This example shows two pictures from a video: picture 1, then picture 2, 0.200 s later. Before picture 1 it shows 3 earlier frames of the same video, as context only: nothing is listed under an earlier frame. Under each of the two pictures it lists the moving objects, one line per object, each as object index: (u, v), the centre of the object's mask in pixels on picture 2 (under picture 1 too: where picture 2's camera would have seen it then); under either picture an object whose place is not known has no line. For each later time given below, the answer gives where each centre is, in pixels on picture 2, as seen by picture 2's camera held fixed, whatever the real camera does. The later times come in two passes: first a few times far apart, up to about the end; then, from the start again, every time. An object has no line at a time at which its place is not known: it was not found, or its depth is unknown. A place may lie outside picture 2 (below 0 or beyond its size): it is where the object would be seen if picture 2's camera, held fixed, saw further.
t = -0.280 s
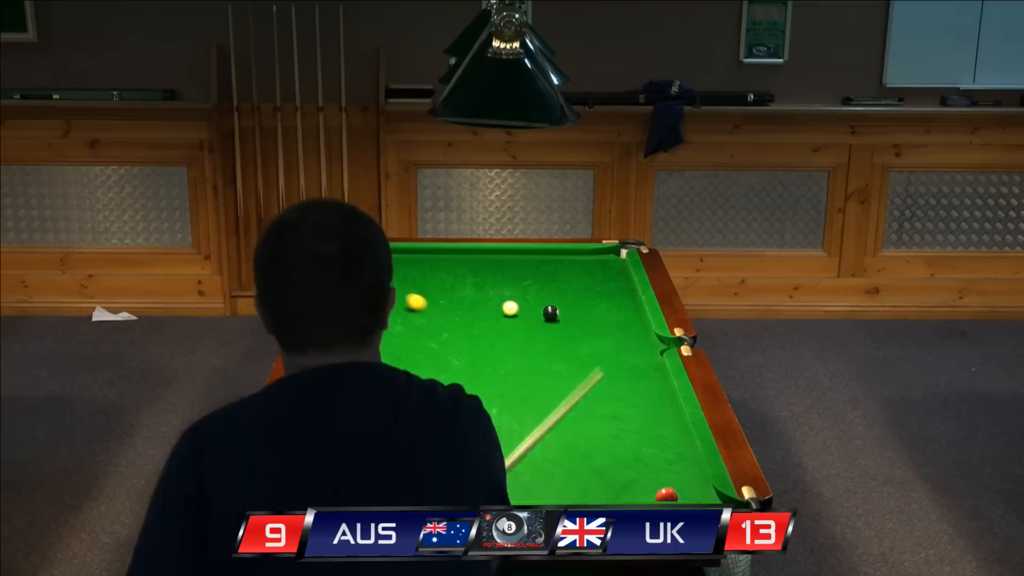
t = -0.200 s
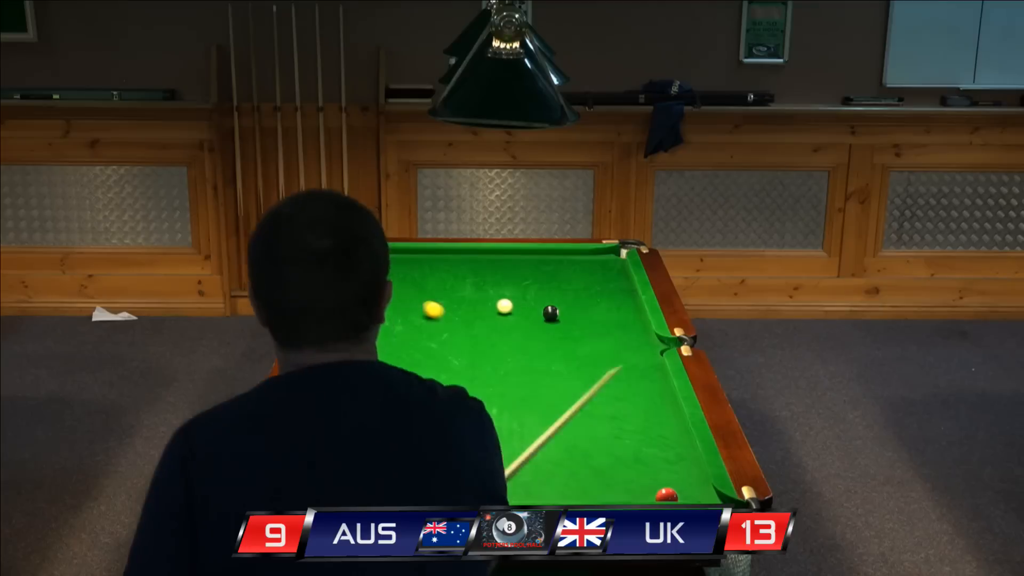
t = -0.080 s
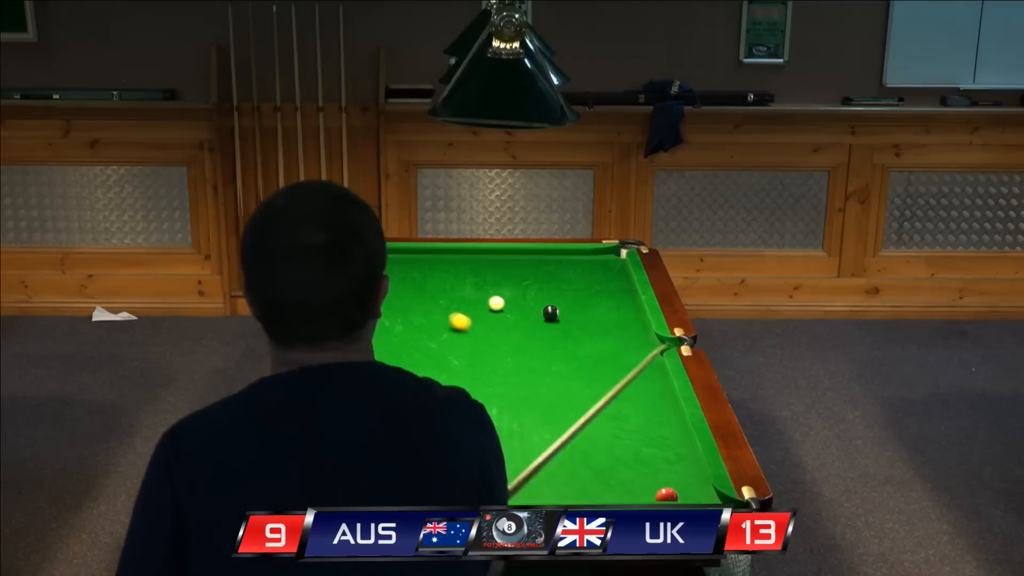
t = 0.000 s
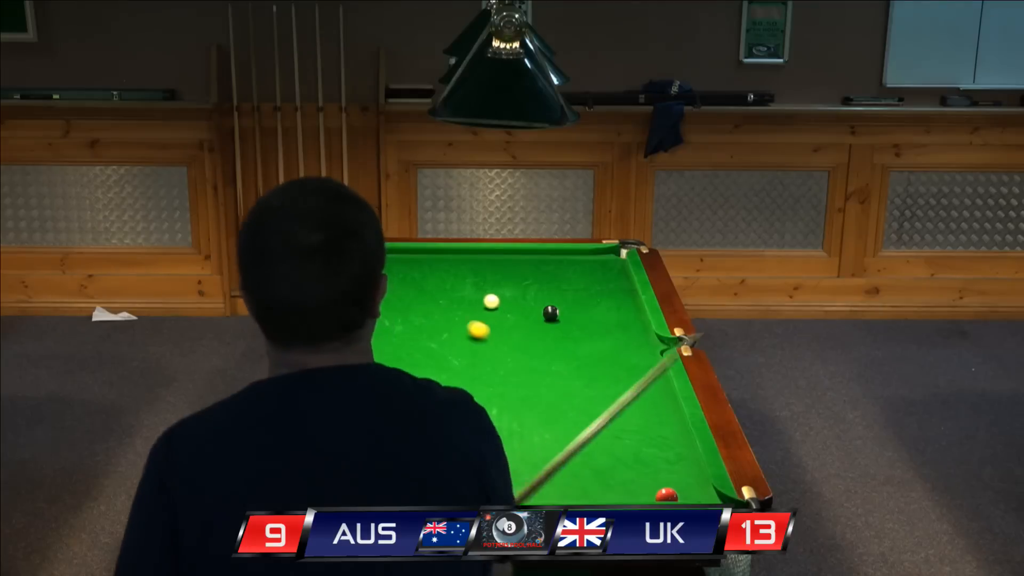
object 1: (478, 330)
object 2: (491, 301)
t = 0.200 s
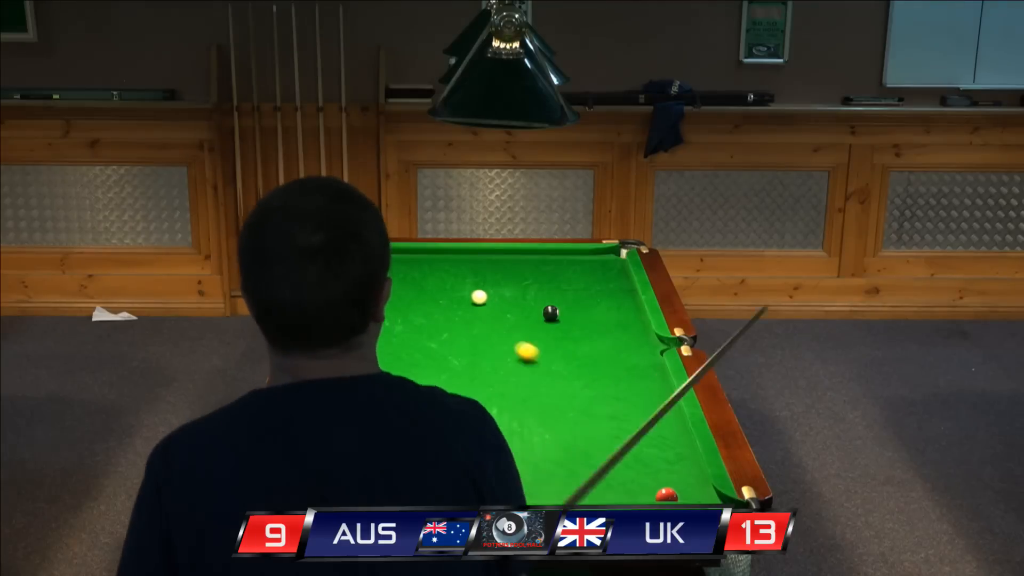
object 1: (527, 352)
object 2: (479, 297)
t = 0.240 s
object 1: (537, 356)
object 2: (477, 296)
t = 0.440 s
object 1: (589, 379)
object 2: (466, 292)
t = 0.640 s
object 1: (646, 405)
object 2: (457, 289)
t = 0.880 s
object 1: (657, 430)
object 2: (448, 286)
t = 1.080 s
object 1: (633, 449)
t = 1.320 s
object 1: (603, 472)
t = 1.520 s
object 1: (578, 491)
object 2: (432, 278)
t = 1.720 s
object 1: (552, 491)
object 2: (425, 277)
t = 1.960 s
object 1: (525, 476)
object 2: (422, 276)
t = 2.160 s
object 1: (505, 465)
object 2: (420, 275)
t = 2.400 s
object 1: (483, 453)
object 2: (419, 275)
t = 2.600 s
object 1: (467, 444)
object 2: (419, 275)
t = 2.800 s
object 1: (452, 437)
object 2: (419, 275)
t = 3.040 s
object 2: (419, 274)
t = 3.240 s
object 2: (419, 275)
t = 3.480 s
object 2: (419, 275)
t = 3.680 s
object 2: (419, 275)
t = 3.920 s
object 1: (395, 408)
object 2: (419, 275)
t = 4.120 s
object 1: (389, 405)
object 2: (419, 275)
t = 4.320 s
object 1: (384, 403)
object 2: (419, 275)
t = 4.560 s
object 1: (379, 400)
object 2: (419, 275)
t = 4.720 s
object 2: (419, 275)
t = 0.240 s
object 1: (537, 356)
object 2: (477, 296)
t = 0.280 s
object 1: (547, 361)
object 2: (475, 295)
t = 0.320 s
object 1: (557, 365)
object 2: (472, 295)
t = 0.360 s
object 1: (568, 370)
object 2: (470, 294)
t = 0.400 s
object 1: (578, 375)
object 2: (468, 293)
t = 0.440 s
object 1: (589, 379)
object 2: (466, 292)
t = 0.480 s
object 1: (601, 384)
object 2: (464, 292)
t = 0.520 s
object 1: (610, 388)
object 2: (462, 291)
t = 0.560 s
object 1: (625, 395)
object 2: (461, 290)
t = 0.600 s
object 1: (635, 399)
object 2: (459, 290)
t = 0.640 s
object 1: (646, 405)
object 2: (457, 289)
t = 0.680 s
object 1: (658, 409)
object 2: (455, 288)
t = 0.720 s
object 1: (671, 415)
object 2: (454, 288)
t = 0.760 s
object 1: (673, 420)
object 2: (452, 287)
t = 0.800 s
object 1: (667, 424)
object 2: (451, 287)
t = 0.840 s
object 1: (662, 427)
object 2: (449, 286)
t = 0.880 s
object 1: (657, 430)
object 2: (448, 286)
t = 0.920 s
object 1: (652, 434)
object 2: (449, 285)
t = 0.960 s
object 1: (647, 438)
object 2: (449, 285)
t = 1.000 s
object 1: (643, 442)
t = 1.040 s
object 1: (638, 445)
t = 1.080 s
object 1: (633, 449)
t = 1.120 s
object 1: (628, 453)
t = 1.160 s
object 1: (623, 457)
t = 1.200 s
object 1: (618, 461)
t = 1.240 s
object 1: (613, 464)
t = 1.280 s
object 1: (608, 468)
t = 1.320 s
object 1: (603, 472)
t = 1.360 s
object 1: (598, 476)
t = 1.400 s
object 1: (593, 480)
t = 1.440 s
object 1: (587, 484)
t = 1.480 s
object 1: (582, 487)
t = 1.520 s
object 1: (578, 491)
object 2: (432, 278)
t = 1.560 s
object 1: (576, 493)
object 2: (429, 278)
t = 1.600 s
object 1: (566, 495)
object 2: (428, 278)
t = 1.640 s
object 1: (561, 494)
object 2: (427, 277)
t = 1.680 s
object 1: (560, 492)
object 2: (426, 277)
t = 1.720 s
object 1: (552, 491)
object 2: (425, 277)
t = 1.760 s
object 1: (547, 489)
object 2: (425, 277)
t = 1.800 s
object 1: (542, 486)
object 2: (424, 276)
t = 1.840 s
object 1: (538, 483)
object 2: (424, 276)
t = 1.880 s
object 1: (533, 481)
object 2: (423, 276)
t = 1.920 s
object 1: (529, 479)
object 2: (423, 276)
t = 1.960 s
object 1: (525, 476)
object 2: (422, 276)
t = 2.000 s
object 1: (521, 473)
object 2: (422, 275)
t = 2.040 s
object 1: (517, 472)
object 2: (421, 275)
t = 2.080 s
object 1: (513, 469)
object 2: (421, 275)
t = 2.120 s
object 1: (509, 467)
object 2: (420, 275)
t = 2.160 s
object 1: (505, 465)
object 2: (420, 275)
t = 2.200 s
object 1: (501, 463)
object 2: (420, 275)
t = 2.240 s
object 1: (497, 461)
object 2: (419, 275)
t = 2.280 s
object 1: (494, 459)
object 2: (419, 275)
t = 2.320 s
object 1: (490, 457)
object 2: (419, 275)
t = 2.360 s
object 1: (487, 455)
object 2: (419, 275)
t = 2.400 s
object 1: (483, 453)
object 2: (419, 275)
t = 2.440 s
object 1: (480, 451)
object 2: (419, 275)
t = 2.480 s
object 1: (476, 449)
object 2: (419, 275)
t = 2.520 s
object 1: (473, 448)
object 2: (419, 275)
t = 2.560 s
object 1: (470, 446)
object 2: (419, 275)
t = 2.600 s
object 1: (467, 444)
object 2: (419, 275)
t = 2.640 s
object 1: (464, 443)
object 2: (419, 275)
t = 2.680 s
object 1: (461, 441)
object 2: (419, 275)
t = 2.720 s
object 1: (458, 440)
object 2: (419, 275)
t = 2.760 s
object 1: (455, 438)
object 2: (419, 275)
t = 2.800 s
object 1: (452, 437)
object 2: (419, 275)
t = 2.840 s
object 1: (450, 435)
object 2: (419, 275)
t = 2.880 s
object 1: (448, 434)
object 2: (419, 275)
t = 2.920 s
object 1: (450, 434)
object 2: (419, 275)
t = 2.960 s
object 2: (419, 275)
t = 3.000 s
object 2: (419, 275)
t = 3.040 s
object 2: (419, 274)
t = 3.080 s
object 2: (419, 274)
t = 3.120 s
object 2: (419, 274)
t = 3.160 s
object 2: (419, 274)
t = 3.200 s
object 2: (419, 275)
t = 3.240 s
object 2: (419, 275)
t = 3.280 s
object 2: (419, 275)
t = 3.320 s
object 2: (419, 275)
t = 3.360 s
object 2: (419, 275)
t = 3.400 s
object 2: (419, 275)
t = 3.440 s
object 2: (419, 275)
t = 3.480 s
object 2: (419, 275)
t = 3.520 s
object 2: (419, 275)
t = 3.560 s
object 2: (419, 275)
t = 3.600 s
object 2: (419, 275)
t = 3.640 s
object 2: (419, 275)
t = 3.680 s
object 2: (419, 275)
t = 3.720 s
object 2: (419, 275)
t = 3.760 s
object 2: (419, 275)
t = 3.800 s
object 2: (419, 275)
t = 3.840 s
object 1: (401, 406)
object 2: (419, 275)
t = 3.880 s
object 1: (397, 408)
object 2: (419, 275)
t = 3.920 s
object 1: (395, 408)
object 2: (419, 275)
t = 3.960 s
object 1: (394, 407)
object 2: (419, 275)
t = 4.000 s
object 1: (392, 407)
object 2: (419, 275)
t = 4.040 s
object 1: (391, 406)
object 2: (419, 275)
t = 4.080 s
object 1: (390, 406)
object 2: (419, 275)
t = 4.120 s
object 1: (389, 405)
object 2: (419, 275)
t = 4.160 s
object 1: (387, 404)
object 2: (419, 275)
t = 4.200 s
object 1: (386, 404)
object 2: (419, 275)
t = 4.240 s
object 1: (385, 403)
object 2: (419, 275)
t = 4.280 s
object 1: (385, 403)
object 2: (419, 275)
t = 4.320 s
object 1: (384, 403)
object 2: (419, 275)
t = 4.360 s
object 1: (383, 402)
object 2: (419, 275)
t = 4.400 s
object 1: (382, 402)
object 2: (419, 275)
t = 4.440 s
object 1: (381, 401)
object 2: (419, 275)
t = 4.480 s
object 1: (380, 401)
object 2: (419, 275)
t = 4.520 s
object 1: (380, 401)
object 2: (419, 275)
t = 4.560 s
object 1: (379, 400)
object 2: (419, 275)
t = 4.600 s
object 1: (378, 400)
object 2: (419, 275)
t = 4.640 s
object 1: (378, 400)
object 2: (419, 275)
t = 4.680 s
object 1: (381, 398)
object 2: (419, 275)
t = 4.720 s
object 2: (419, 275)
